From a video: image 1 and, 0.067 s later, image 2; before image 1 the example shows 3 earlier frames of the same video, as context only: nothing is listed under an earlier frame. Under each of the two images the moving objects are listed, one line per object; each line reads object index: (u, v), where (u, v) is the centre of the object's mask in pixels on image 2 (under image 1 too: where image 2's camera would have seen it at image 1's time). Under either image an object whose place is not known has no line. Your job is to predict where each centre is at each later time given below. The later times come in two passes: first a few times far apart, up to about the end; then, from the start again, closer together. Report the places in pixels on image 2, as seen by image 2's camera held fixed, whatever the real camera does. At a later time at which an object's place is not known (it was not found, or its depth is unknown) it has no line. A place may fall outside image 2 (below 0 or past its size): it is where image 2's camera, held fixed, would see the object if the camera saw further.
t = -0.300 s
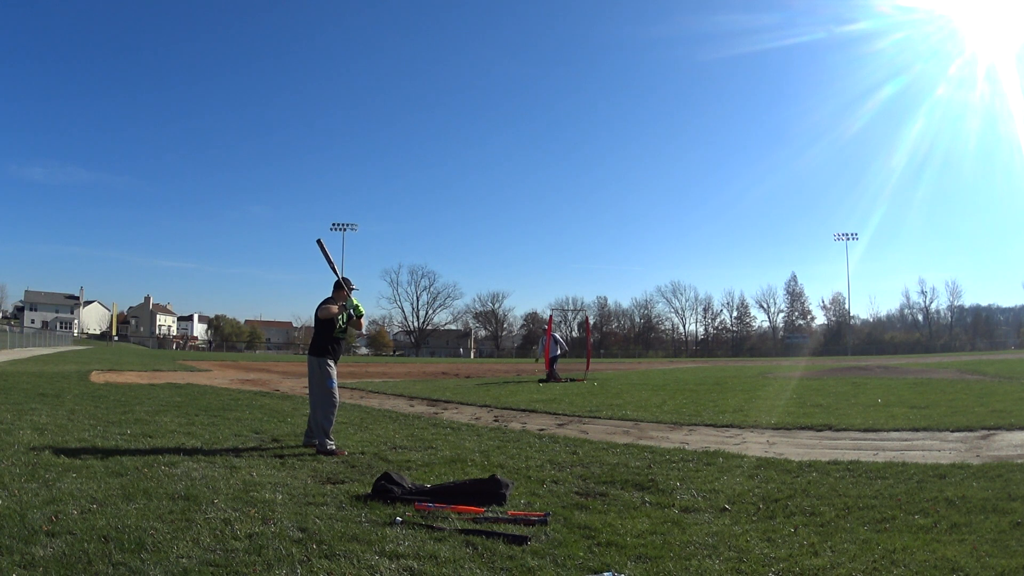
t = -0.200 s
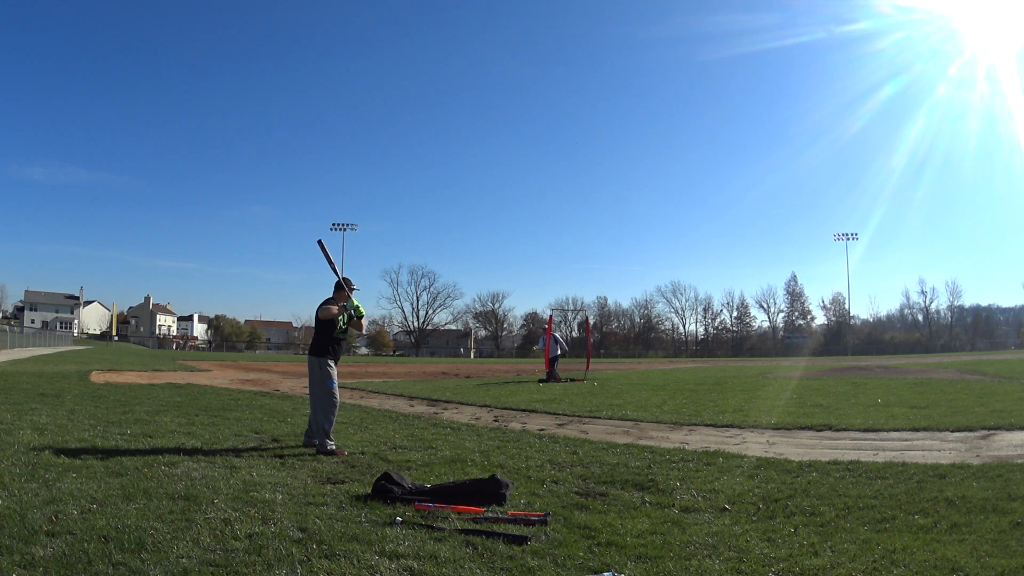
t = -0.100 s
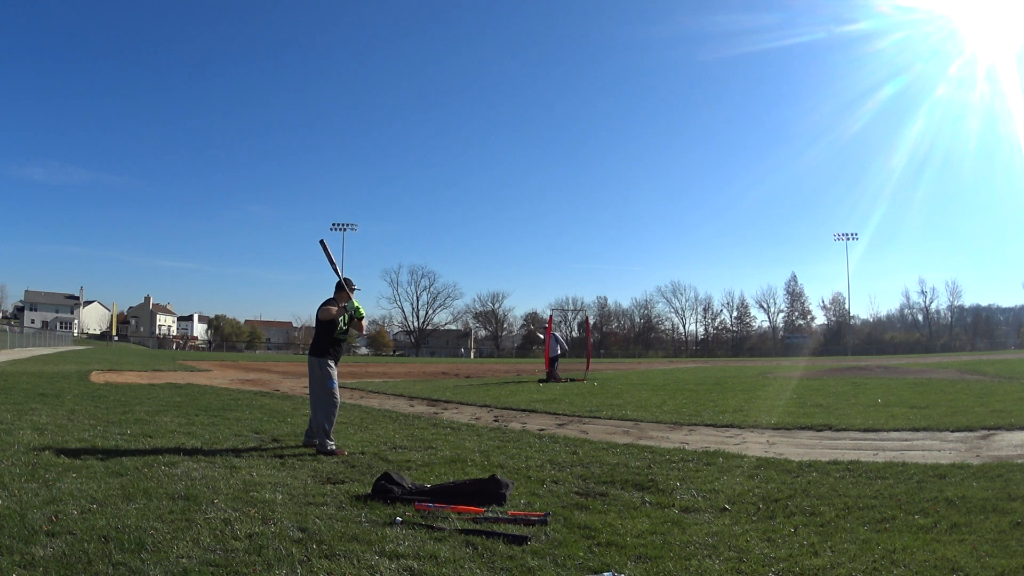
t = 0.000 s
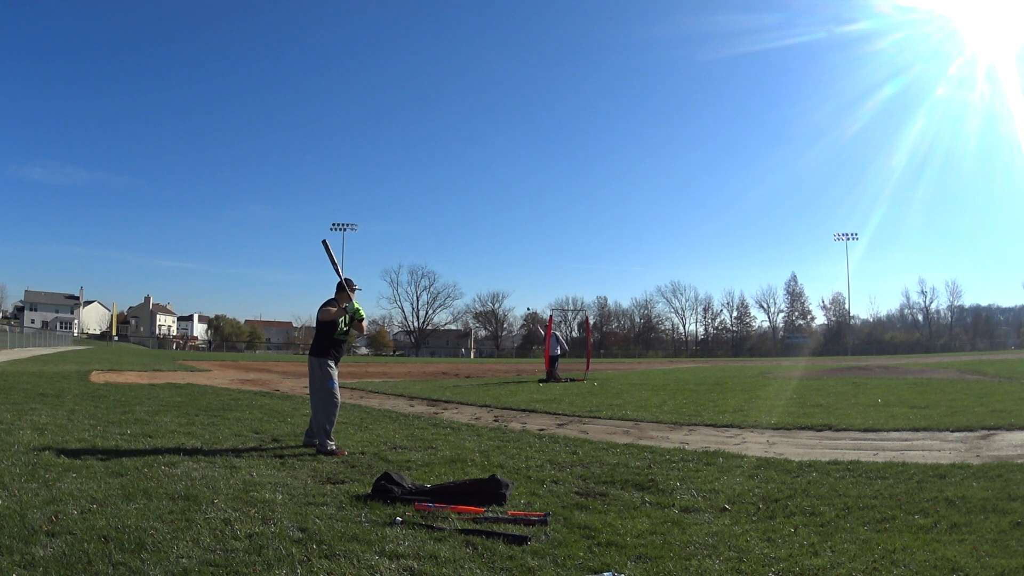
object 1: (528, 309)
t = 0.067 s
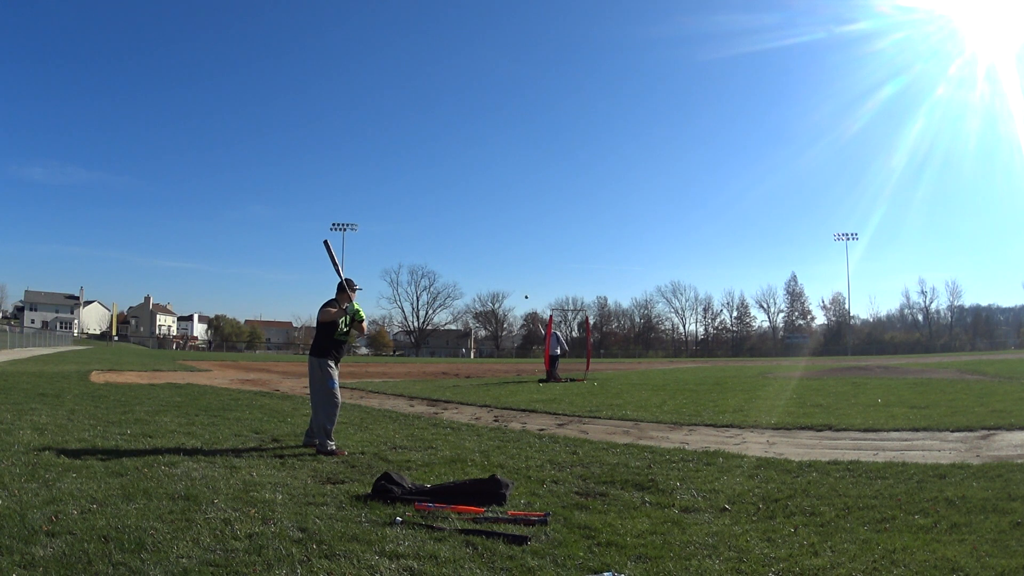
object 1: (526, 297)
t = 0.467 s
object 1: (509, 249)
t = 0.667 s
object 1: (496, 248)
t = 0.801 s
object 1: (483, 263)
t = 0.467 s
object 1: (509, 249)
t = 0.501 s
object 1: (507, 247)
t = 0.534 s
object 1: (505, 246)
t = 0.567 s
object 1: (503, 246)
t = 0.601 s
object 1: (501, 246)
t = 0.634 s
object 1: (499, 246)
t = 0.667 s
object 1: (496, 248)
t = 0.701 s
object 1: (492, 251)
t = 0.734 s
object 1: (490, 254)
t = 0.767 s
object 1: (487, 258)
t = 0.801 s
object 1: (483, 263)
